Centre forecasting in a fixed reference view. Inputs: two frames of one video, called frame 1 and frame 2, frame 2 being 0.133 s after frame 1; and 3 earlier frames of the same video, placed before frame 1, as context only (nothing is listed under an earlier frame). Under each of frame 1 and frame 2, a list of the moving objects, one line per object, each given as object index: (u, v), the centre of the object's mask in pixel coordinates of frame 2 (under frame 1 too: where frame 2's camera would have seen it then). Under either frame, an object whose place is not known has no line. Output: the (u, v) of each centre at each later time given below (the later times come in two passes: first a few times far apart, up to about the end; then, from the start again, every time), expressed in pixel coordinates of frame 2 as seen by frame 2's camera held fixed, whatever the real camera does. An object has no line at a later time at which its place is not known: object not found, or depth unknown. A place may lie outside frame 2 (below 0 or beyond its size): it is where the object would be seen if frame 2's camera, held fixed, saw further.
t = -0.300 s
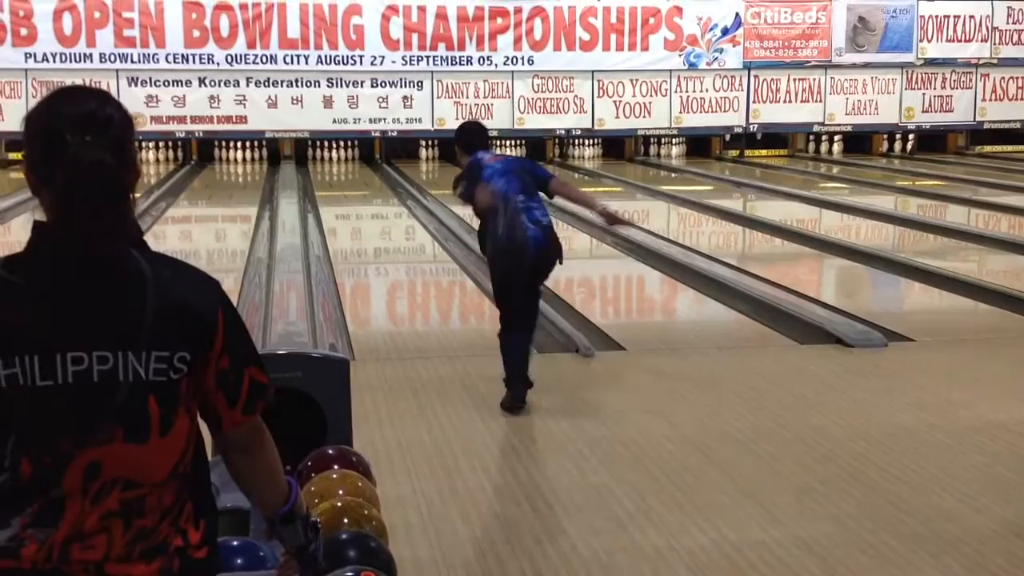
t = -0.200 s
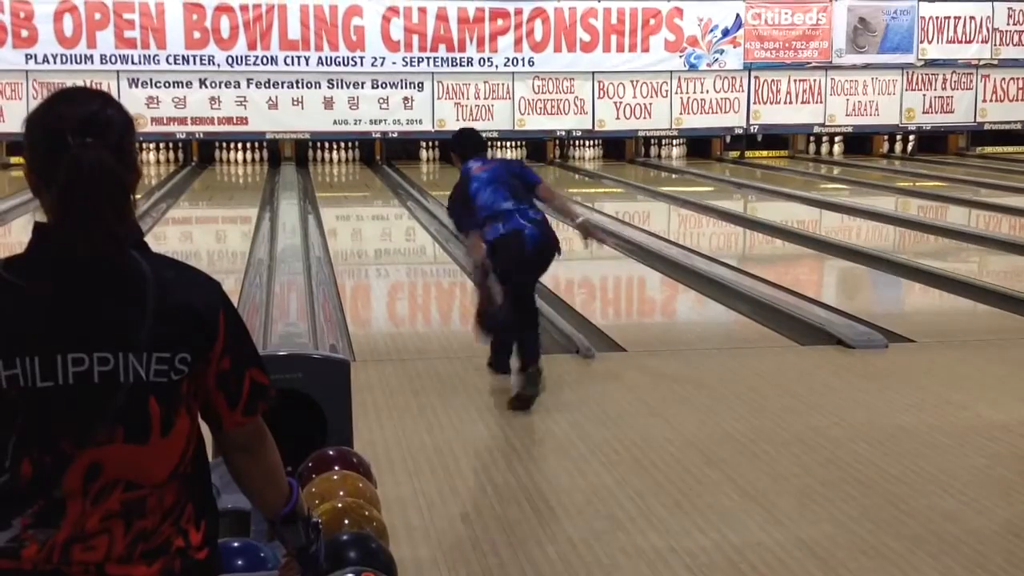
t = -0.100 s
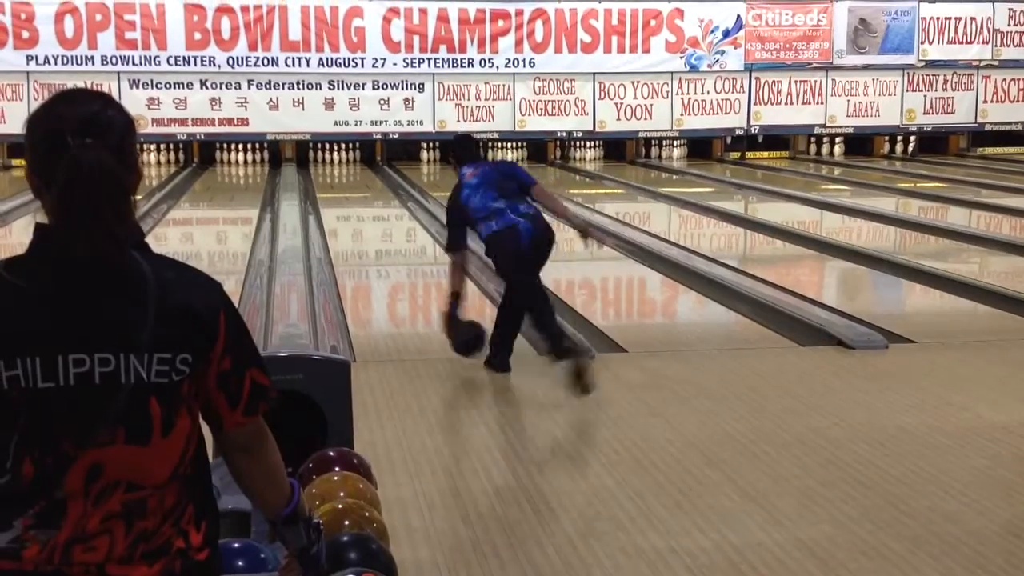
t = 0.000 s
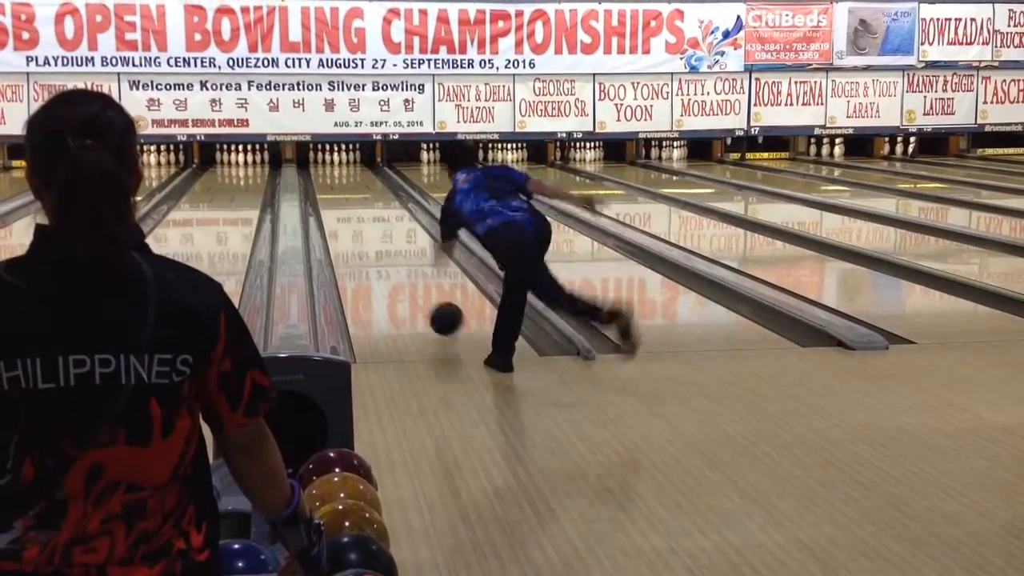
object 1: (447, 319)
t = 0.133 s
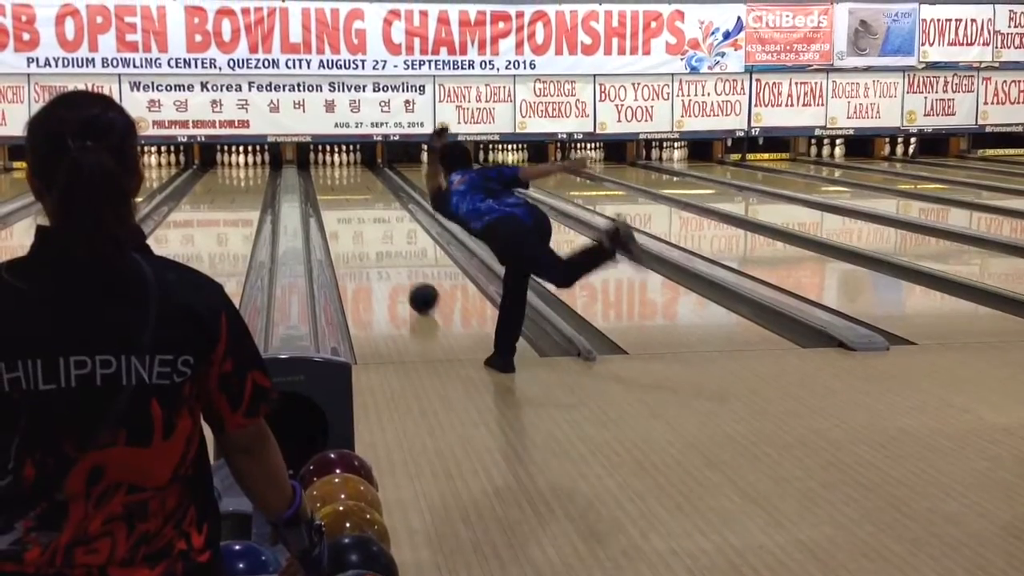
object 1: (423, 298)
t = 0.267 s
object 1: (405, 277)
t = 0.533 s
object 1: (377, 245)
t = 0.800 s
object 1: (359, 223)
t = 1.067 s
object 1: (346, 206)
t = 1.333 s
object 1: (338, 193)
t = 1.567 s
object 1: (333, 184)
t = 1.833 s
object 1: (330, 176)
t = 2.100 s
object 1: (331, 169)
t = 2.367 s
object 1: (336, 164)
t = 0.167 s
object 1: (418, 292)
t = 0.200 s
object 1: (414, 287)
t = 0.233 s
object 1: (409, 282)
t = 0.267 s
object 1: (405, 277)
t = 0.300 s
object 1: (400, 272)
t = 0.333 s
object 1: (397, 268)
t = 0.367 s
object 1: (393, 264)
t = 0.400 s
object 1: (390, 260)
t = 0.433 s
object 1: (386, 256)
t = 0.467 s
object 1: (383, 252)
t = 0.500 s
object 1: (380, 249)
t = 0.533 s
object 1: (377, 245)
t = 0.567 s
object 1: (375, 242)
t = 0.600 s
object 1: (372, 239)
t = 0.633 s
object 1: (370, 236)
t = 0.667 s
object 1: (368, 233)
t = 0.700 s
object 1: (365, 230)
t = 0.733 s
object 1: (363, 228)
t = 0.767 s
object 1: (361, 225)
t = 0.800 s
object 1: (359, 223)
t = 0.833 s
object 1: (357, 220)
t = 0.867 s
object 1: (355, 218)
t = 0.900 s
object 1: (354, 216)
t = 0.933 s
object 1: (352, 214)
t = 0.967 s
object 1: (350, 212)
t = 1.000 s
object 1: (349, 210)
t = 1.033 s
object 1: (347, 208)
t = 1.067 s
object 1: (346, 206)
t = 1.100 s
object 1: (345, 204)
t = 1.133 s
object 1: (343, 203)
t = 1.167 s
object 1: (342, 201)
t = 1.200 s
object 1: (341, 199)
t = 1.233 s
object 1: (340, 197)
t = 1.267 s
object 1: (339, 196)
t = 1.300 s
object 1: (338, 195)
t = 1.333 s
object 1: (338, 193)
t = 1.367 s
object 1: (337, 191)
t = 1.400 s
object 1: (336, 190)
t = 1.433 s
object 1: (335, 189)
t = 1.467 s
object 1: (335, 187)
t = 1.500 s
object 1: (334, 186)
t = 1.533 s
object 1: (334, 185)
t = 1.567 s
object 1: (333, 184)
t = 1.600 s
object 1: (332, 183)
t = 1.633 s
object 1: (332, 182)
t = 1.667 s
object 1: (331, 181)
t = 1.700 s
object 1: (332, 180)
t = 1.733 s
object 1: (331, 179)
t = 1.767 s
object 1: (331, 178)
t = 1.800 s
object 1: (331, 177)
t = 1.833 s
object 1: (330, 176)
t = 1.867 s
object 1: (331, 176)
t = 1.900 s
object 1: (331, 174)
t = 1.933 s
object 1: (330, 174)
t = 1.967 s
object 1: (331, 174)
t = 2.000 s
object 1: (331, 172)
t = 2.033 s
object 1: (332, 172)
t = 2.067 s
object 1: (332, 171)
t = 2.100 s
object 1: (331, 169)
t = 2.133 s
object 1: (332, 168)
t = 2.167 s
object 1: (332, 167)
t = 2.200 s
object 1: (332, 167)
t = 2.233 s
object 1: (333, 166)
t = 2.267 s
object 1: (333, 166)
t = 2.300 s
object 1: (333, 166)
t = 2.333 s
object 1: (334, 165)
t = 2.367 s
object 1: (336, 164)
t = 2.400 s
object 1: (336, 164)
